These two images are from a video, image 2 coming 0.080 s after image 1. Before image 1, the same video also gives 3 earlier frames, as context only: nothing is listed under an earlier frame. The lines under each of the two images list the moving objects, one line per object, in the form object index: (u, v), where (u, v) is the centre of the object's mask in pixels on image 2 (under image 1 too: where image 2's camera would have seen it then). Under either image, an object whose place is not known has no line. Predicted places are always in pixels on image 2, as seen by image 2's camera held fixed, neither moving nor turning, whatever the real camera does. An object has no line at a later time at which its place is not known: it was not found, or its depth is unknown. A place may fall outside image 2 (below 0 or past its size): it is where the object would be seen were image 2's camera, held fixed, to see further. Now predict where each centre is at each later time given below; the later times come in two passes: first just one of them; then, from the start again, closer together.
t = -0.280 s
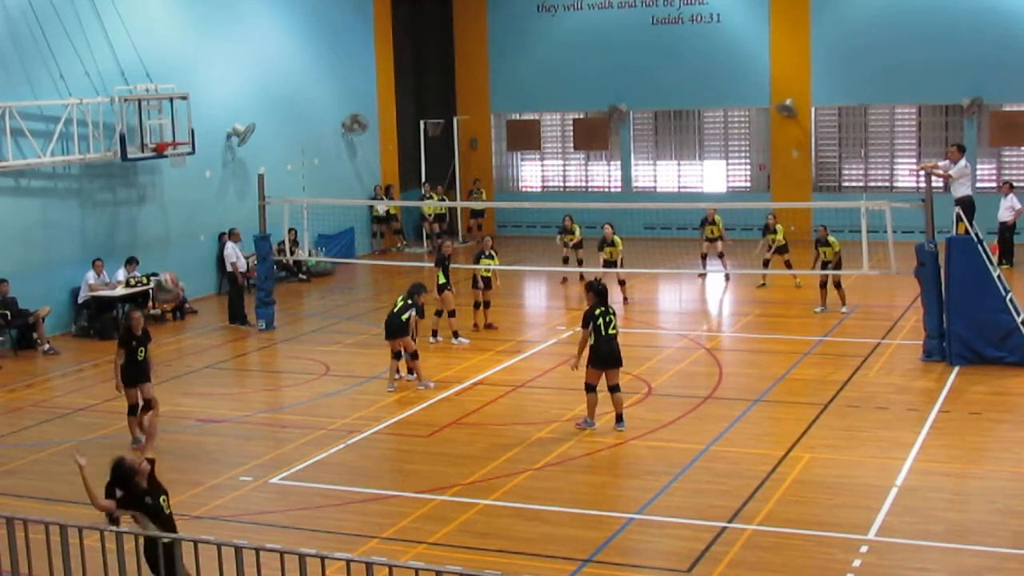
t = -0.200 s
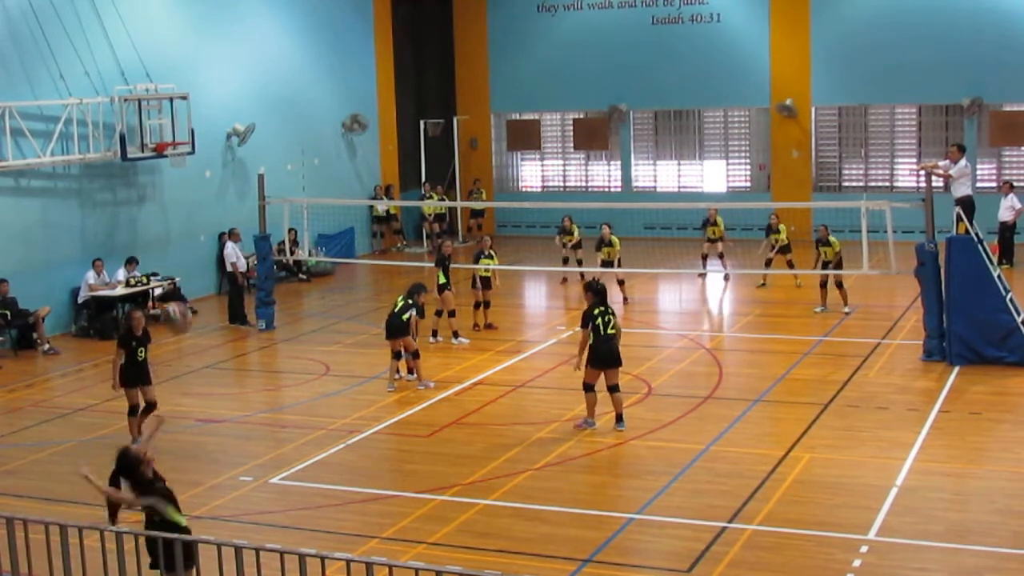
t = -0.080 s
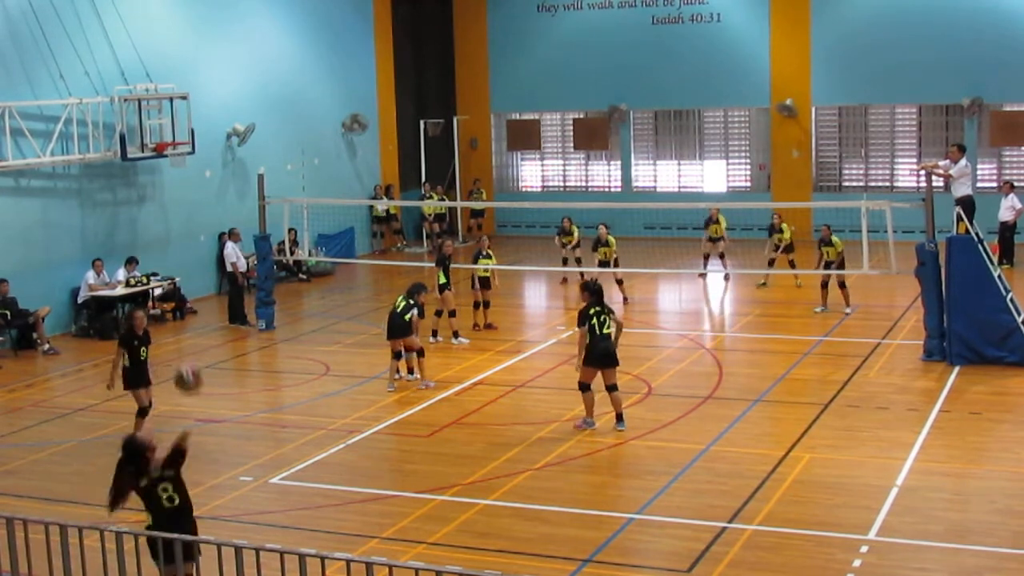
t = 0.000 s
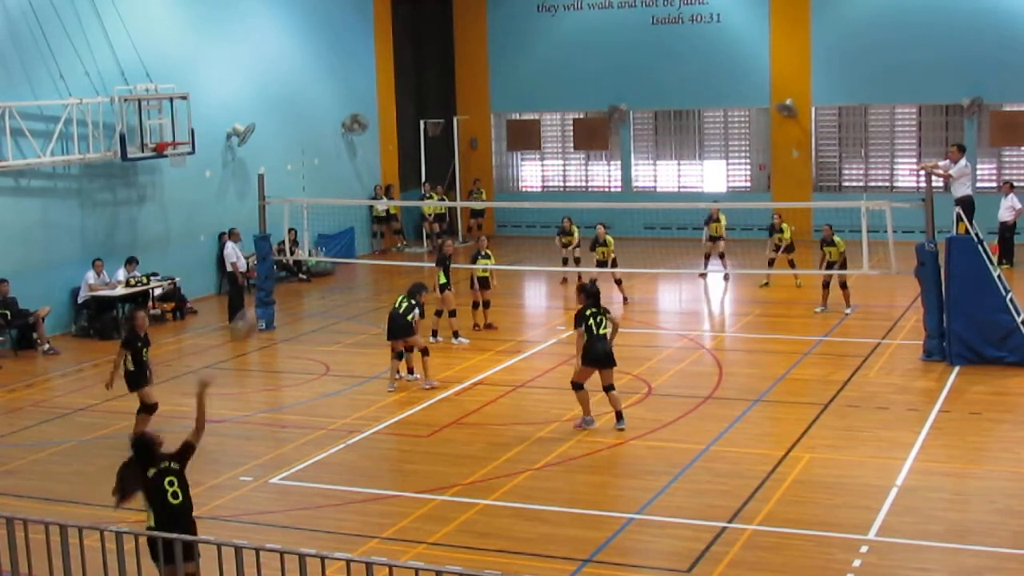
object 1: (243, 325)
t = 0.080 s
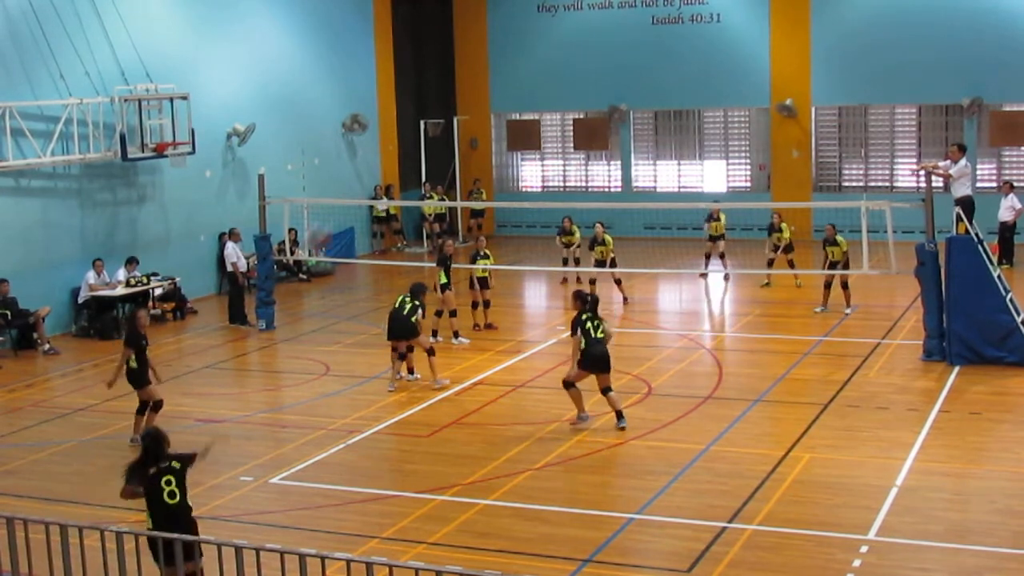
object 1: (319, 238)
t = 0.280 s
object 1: (444, 103)
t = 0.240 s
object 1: (424, 119)
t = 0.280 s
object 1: (444, 103)
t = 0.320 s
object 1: (462, 84)
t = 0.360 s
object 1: (481, 70)
